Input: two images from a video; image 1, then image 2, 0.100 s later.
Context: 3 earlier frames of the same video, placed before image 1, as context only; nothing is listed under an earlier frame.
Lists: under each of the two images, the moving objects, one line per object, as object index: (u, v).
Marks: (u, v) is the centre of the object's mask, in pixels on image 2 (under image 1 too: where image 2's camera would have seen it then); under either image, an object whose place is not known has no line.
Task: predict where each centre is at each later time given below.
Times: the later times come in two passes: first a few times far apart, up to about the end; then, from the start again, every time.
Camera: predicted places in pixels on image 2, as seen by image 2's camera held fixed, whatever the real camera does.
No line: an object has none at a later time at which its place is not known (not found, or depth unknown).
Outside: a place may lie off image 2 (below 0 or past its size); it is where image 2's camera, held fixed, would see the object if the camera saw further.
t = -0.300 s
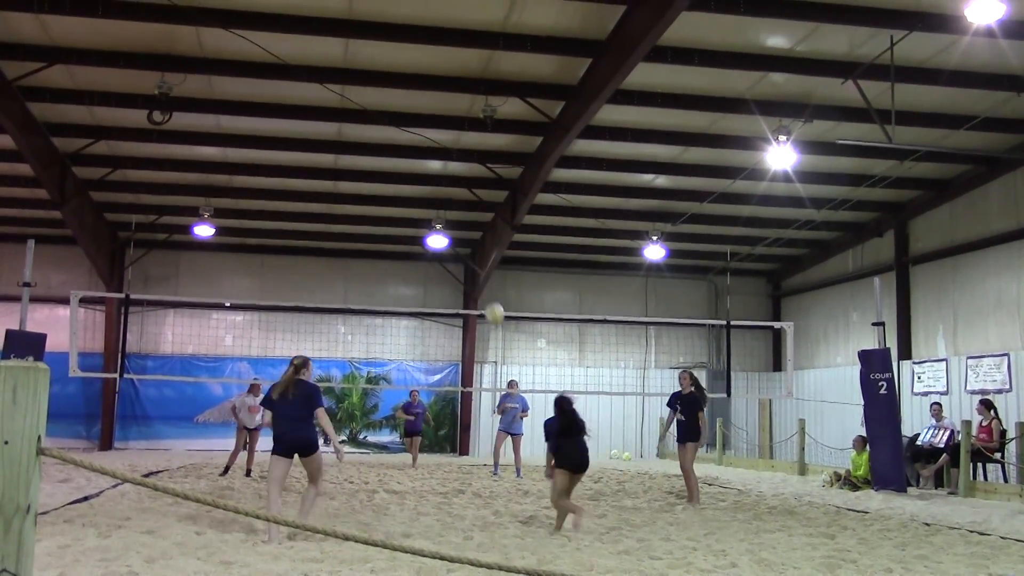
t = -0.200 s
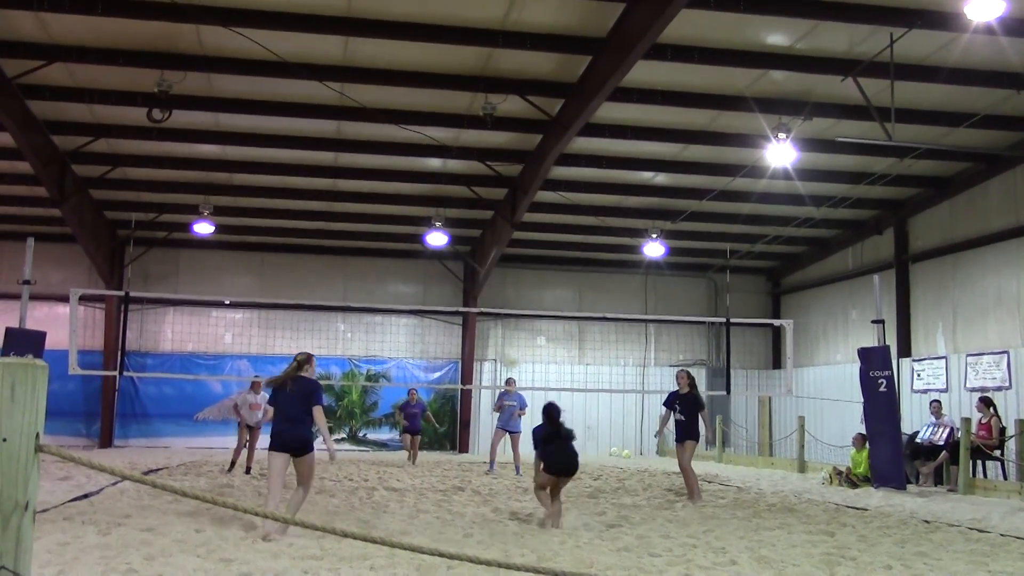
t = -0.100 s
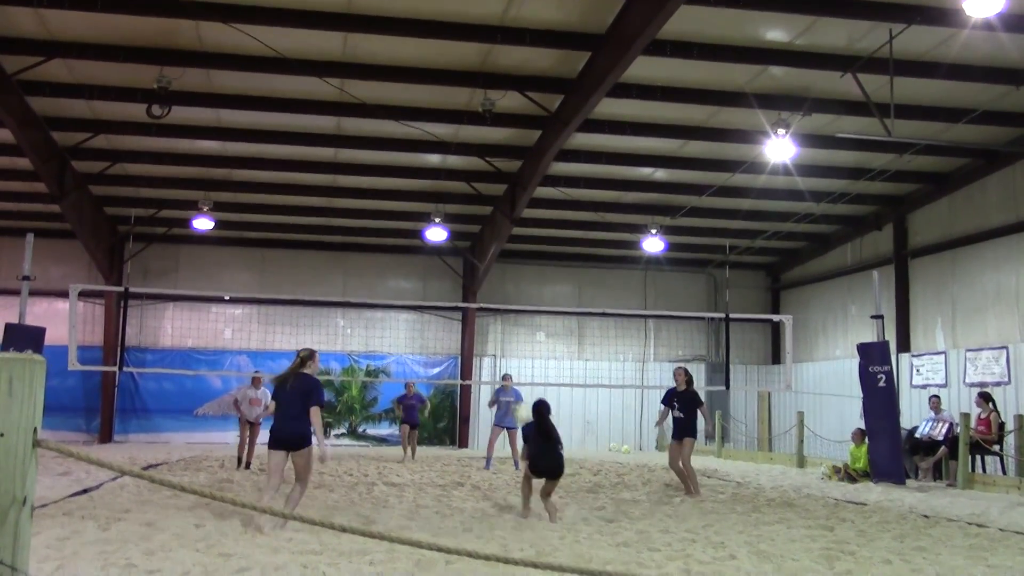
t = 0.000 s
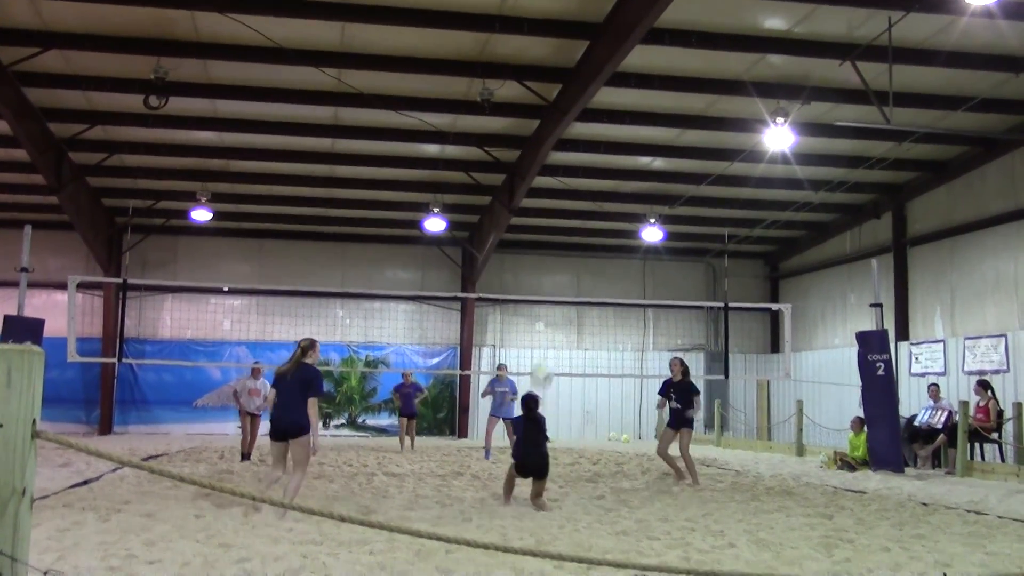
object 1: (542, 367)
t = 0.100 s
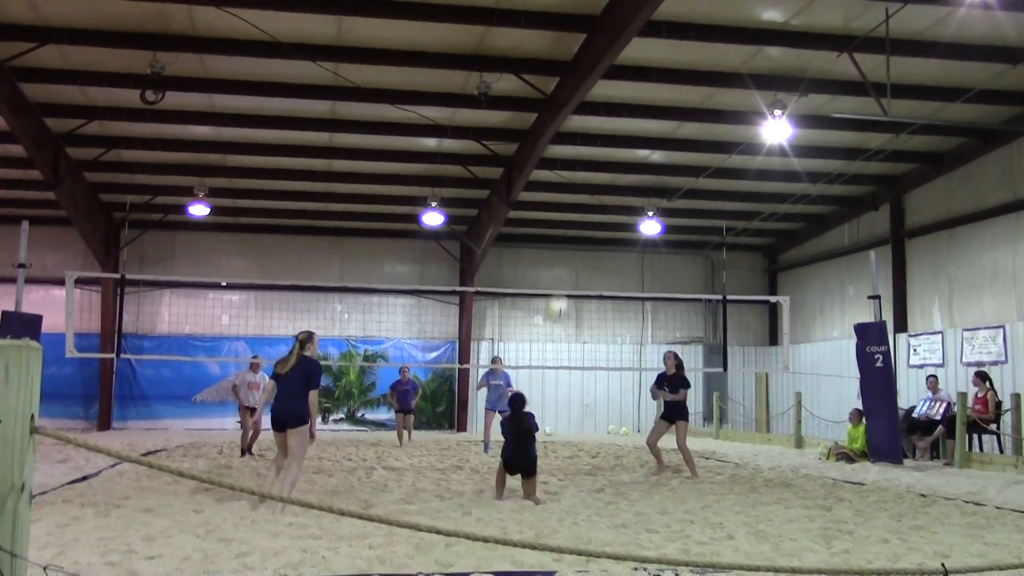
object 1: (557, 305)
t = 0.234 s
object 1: (576, 247)
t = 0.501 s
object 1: (612, 186)
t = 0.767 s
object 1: (643, 190)
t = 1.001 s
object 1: (670, 237)
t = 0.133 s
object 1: (562, 288)
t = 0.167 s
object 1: (568, 273)
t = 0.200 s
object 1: (572, 259)
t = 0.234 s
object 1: (576, 247)
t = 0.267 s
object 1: (581, 233)
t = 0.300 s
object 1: (585, 222)
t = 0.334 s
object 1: (590, 216)
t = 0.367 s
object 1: (594, 207)
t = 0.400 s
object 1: (598, 202)
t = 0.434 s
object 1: (603, 195)
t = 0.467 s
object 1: (607, 190)
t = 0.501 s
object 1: (612, 186)
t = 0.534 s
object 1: (616, 184)
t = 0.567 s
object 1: (620, 182)
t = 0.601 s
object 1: (624, 181)
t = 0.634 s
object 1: (628, 181)
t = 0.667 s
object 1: (632, 181)
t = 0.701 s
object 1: (636, 183)
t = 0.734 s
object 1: (640, 186)
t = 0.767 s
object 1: (643, 190)
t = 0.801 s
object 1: (647, 194)
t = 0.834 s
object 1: (651, 199)
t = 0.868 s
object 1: (655, 205)
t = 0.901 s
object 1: (659, 210)
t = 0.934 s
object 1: (664, 218)
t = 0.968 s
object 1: (669, 227)
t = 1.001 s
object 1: (670, 237)
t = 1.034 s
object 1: (673, 246)
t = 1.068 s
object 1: (676, 257)
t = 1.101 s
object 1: (680, 269)
